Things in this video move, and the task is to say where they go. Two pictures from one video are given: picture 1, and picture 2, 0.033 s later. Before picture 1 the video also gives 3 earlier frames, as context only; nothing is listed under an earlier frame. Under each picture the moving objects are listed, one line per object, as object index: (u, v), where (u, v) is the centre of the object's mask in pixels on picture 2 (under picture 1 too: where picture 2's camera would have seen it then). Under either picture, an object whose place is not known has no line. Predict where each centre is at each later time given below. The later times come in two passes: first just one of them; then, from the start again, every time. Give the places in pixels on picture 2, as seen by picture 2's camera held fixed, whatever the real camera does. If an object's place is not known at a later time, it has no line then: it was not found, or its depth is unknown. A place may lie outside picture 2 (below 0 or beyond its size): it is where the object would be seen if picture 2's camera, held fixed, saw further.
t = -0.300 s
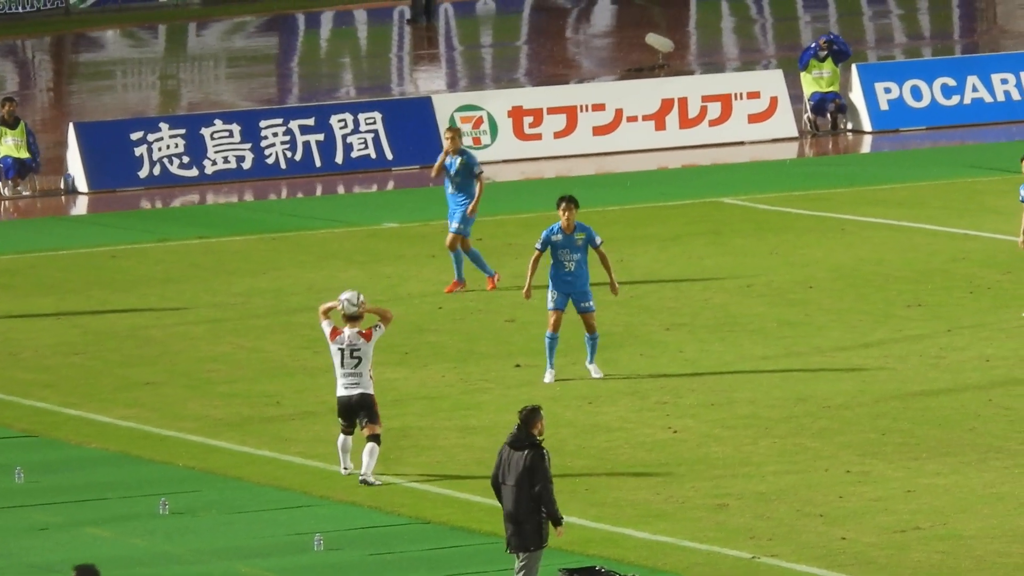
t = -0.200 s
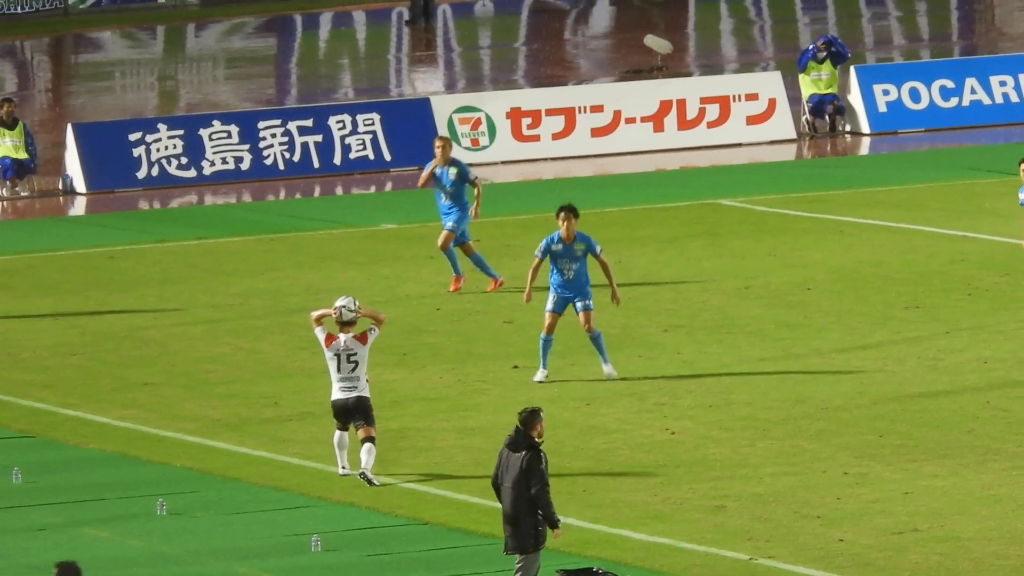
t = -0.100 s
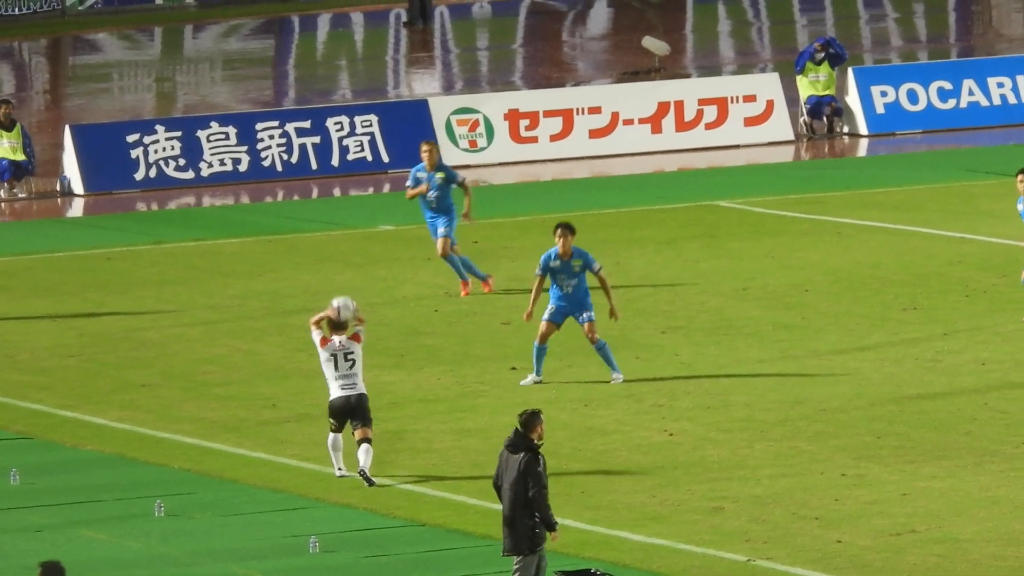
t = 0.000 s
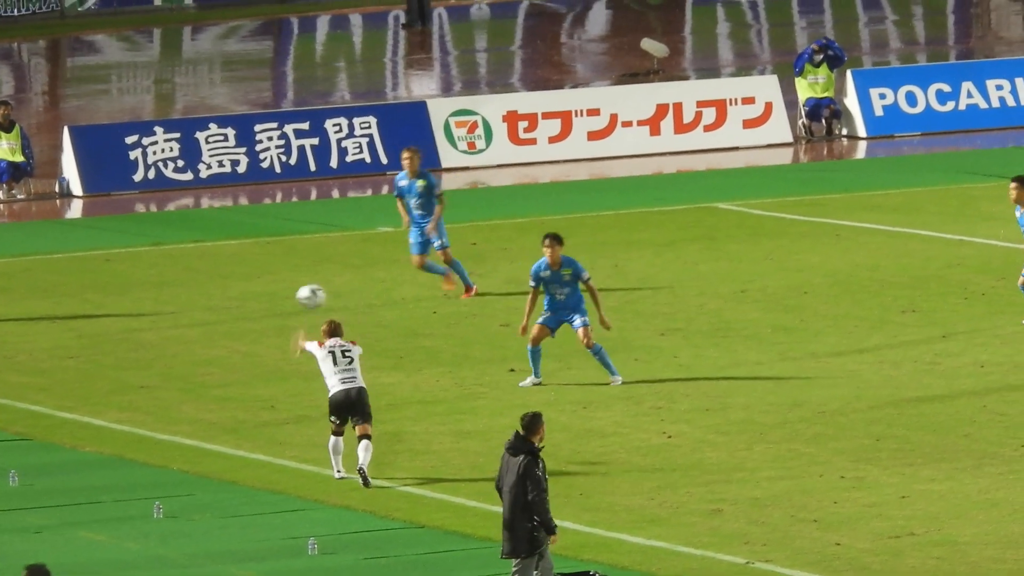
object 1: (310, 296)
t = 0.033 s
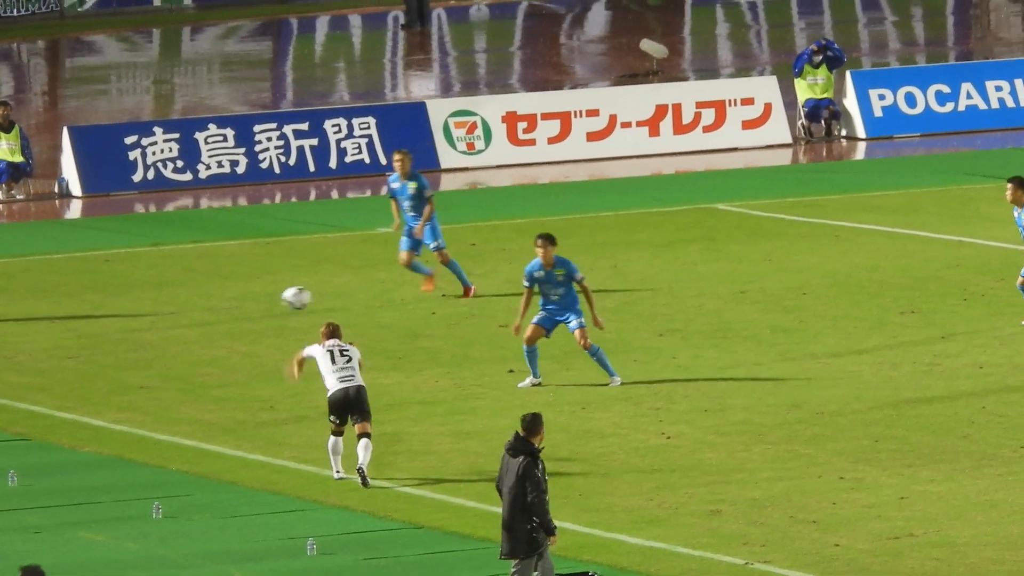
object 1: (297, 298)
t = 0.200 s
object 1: (228, 327)
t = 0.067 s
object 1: (282, 301)
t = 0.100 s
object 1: (268, 305)
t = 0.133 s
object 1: (255, 311)
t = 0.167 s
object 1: (241, 319)
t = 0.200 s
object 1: (228, 327)
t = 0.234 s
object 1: (215, 336)
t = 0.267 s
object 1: (202, 348)
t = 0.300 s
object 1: (189, 361)
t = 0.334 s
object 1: (176, 374)
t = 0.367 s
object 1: (164, 390)
